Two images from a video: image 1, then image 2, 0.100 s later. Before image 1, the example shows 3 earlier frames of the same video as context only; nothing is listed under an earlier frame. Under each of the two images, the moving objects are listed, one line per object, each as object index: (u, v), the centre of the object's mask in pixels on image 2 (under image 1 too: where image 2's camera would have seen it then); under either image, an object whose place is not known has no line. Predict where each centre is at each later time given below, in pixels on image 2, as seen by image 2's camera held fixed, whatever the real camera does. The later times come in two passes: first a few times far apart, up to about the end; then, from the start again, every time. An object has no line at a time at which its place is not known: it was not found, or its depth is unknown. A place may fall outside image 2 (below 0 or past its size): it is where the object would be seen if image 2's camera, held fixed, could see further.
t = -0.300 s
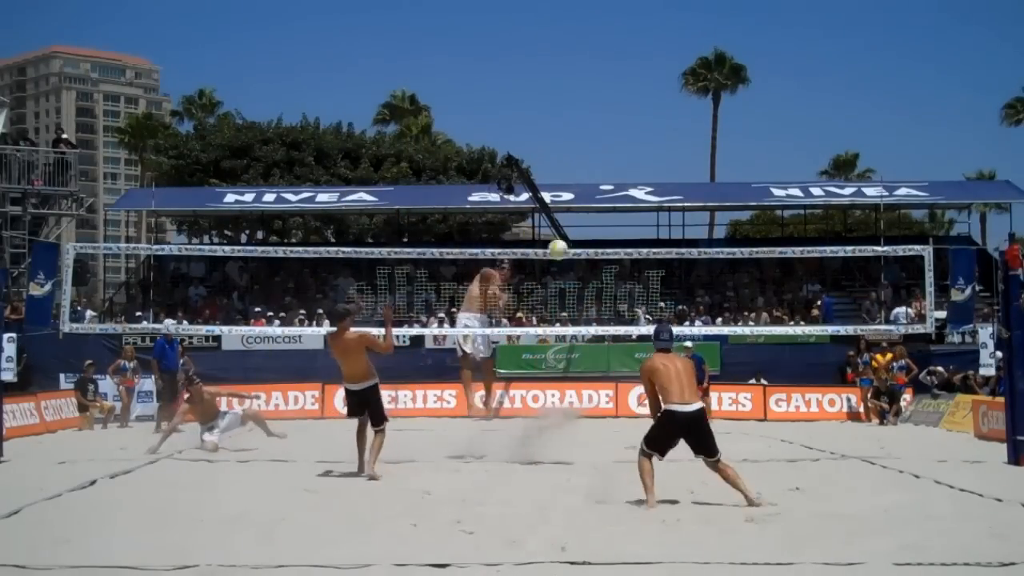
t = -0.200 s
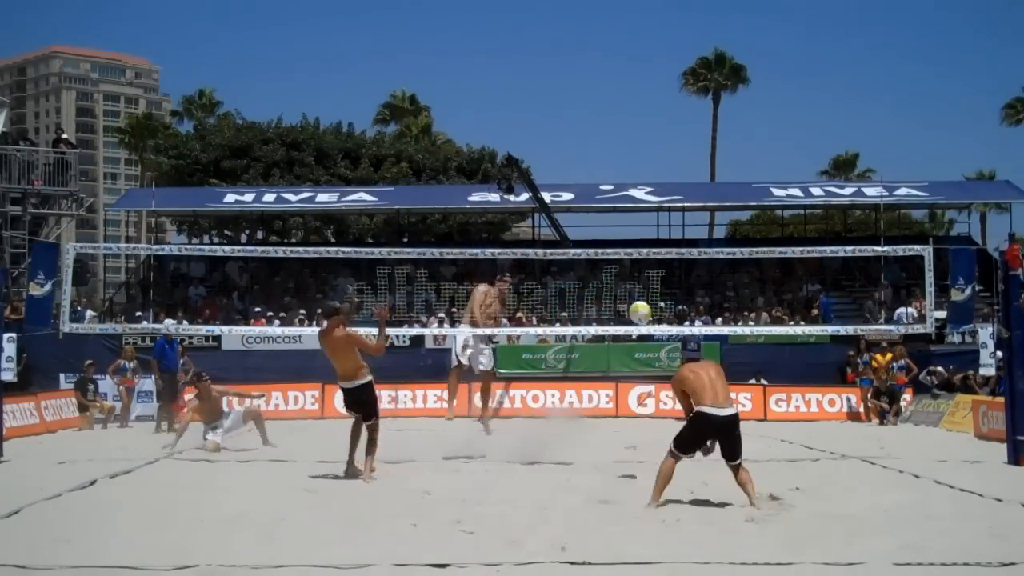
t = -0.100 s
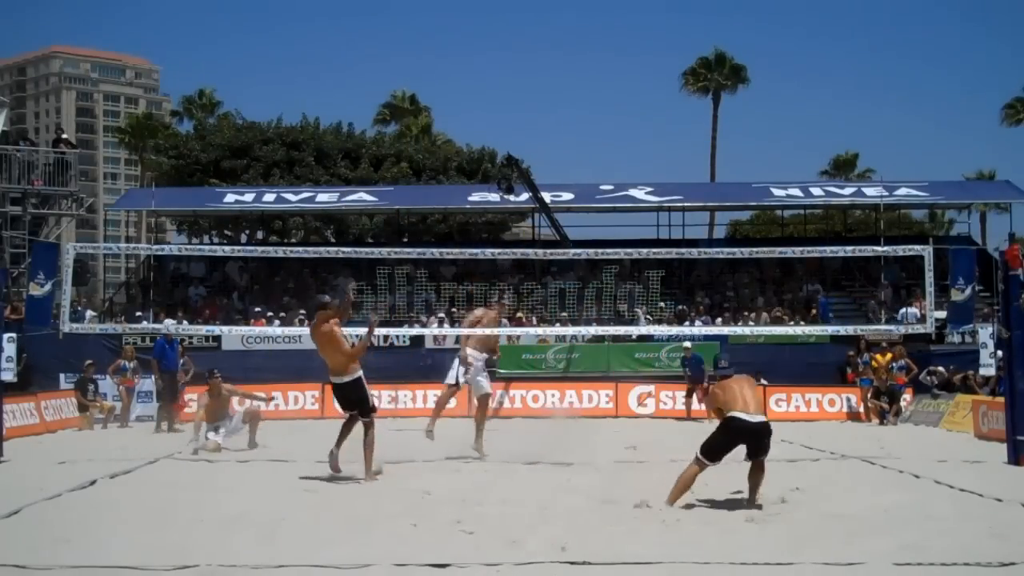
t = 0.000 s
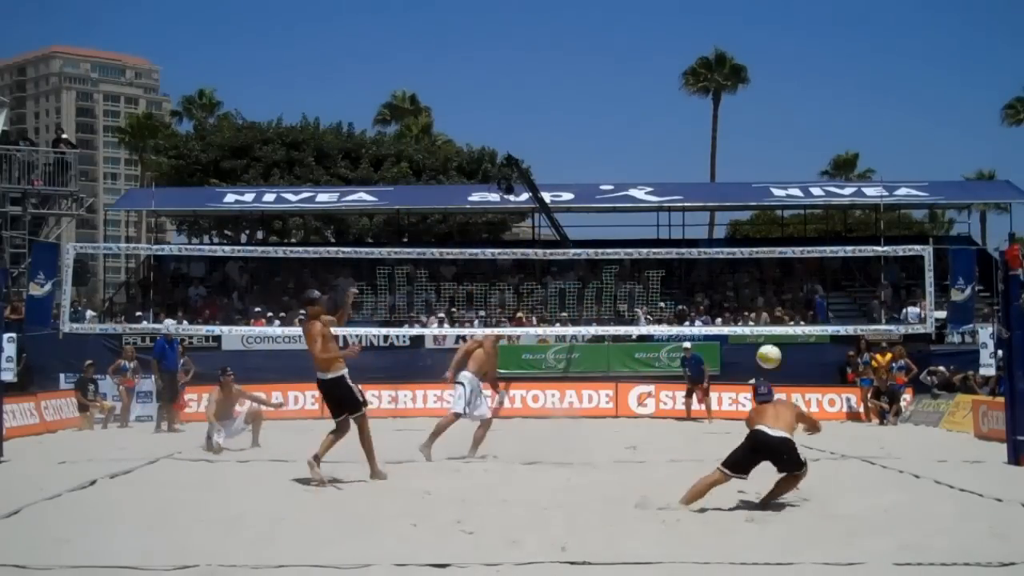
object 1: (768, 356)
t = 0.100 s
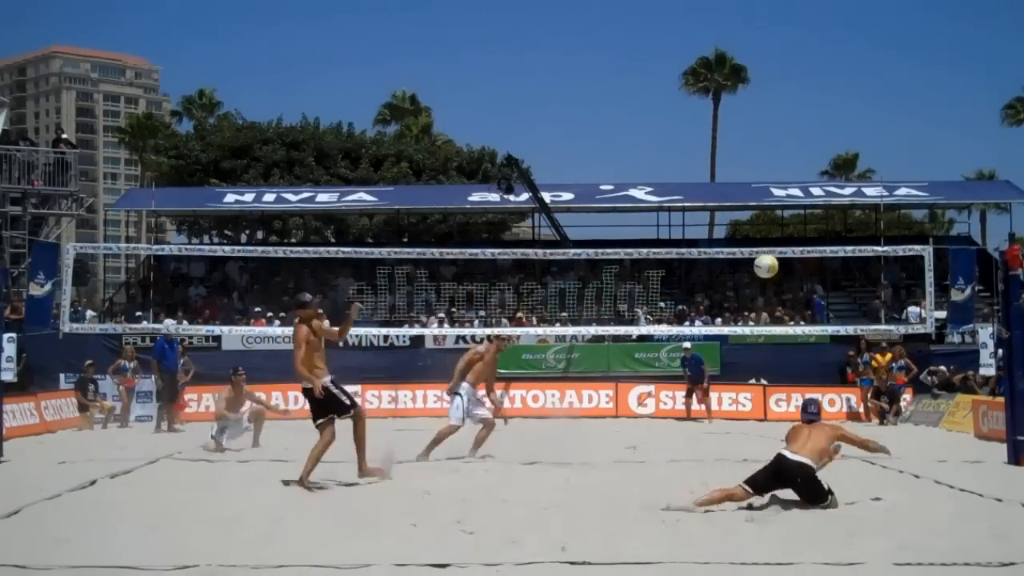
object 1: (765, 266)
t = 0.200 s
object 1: (762, 190)
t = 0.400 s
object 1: (753, 74)
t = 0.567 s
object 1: (746, 12)
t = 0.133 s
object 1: (765, 239)
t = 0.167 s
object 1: (763, 214)
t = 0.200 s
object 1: (762, 190)
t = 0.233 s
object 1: (761, 167)
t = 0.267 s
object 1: (759, 146)
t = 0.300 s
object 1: (759, 126)
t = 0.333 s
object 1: (756, 107)
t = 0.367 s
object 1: (755, 89)
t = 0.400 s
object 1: (753, 74)
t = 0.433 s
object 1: (752, 59)
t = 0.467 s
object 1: (751, 45)
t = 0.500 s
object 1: (749, 33)
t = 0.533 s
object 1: (747, 21)
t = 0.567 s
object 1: (746, 12)
